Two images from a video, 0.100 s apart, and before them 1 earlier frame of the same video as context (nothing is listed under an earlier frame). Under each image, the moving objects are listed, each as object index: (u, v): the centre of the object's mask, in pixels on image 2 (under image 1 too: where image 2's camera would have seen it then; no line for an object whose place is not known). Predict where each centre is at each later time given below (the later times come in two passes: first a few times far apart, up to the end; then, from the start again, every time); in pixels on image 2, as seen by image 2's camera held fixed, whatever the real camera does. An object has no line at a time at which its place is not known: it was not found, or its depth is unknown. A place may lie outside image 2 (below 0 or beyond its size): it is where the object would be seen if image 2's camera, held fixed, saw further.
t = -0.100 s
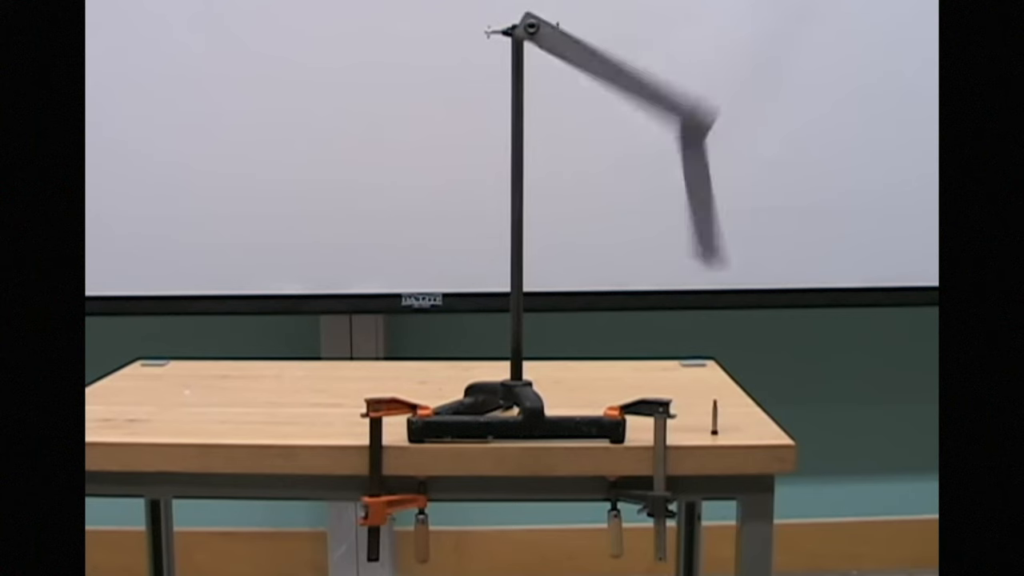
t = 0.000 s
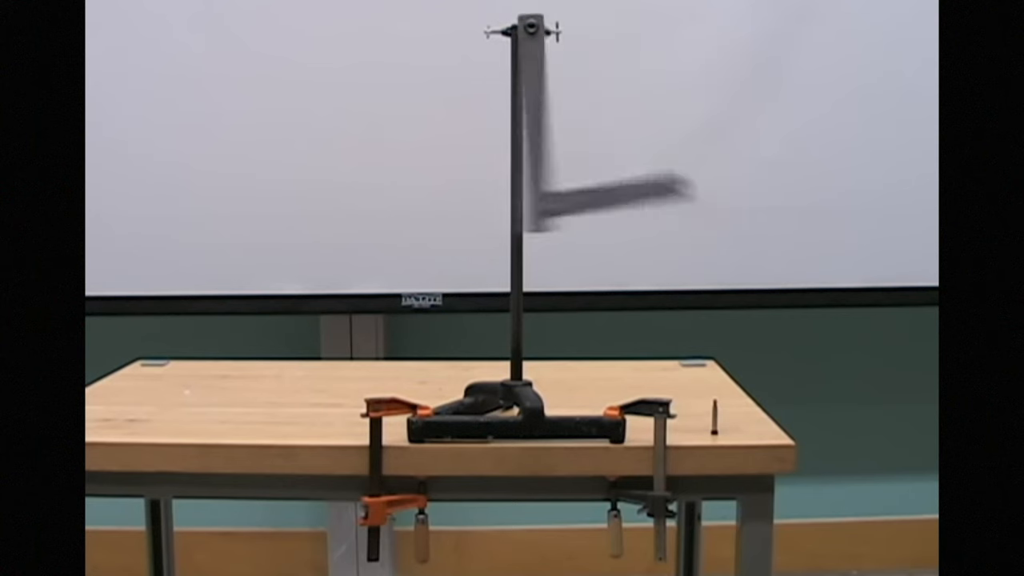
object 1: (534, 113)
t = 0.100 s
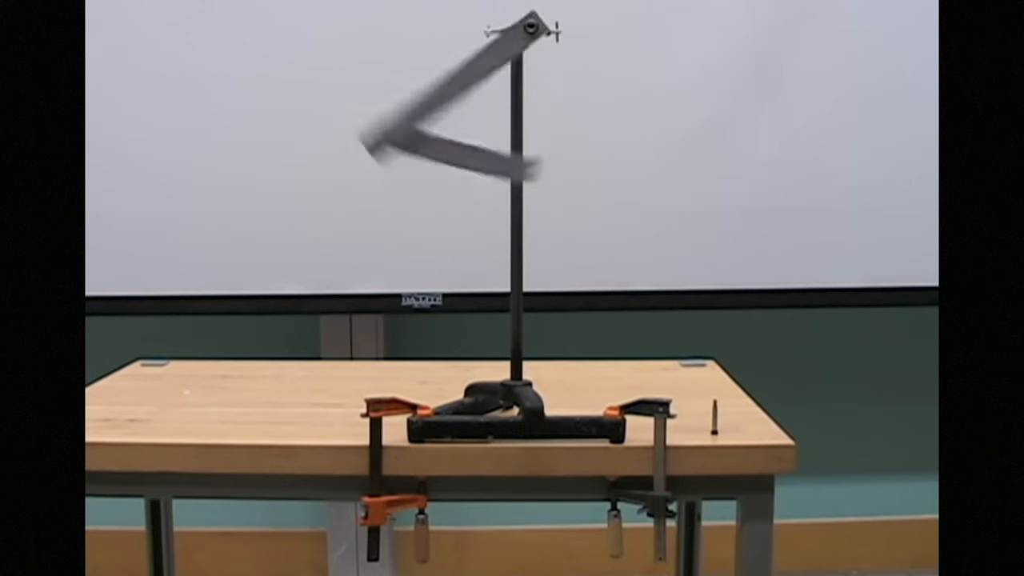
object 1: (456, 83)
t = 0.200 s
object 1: (435, 41)
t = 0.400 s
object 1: (460, 92)
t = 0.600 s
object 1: (592, 99)
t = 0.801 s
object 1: (626, 45)
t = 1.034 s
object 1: (539, 111)
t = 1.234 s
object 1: (435, 28)
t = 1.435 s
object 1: (436, 42)
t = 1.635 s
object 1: (543, 110)
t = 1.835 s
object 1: (626, 43)
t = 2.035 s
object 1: (614, 76)
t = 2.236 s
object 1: (523, 114)
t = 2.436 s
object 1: (435, 30)
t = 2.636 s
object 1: (450, 69)
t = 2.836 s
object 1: (564, 117)
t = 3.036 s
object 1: (619, 67)
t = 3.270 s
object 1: (611, 77)
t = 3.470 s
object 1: (467, 93)
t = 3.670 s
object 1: (457, 85)
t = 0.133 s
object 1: (443, 62)
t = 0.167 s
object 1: (437, 47)
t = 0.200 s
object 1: (435, 41)
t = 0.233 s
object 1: (436, 44)
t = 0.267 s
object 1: (447, 53)
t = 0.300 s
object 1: (447, 66)
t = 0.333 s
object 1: (450, 76)
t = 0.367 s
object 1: (454, 84)
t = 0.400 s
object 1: (460, 92)
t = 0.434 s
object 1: (471, 101)
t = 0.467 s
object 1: (488, 108)
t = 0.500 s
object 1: (512, 111)
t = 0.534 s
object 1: (549, 108)
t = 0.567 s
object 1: (574, 105)
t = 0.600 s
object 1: (592, 99)
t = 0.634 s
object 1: (602, 90)
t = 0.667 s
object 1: (610, 83)
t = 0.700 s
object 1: (614, 75)
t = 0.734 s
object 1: (617, 66)
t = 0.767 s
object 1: (620, 56)
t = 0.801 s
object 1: (626, 45)
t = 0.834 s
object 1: (627, 41)
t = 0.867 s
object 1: (625, 46)
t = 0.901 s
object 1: (621, 59)
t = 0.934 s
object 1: (609, 77)
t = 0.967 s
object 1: (592, 97)
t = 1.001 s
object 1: (568, 111)
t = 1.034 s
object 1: (539, 111)
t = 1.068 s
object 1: (505, 115)
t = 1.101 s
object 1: (474, 98)
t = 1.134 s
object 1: (453, 78)
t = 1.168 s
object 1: (443, 59)
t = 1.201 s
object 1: (438, 42)
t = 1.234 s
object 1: (435, 28)
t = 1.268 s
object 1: (438, 19)
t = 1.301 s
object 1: (448, 17)
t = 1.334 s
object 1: (448, 17)
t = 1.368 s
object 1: (438, 19)
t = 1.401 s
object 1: (435, 28)
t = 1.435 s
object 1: (436, 42)
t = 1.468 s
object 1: (442, 59)
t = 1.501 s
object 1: (451, 79)
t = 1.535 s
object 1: (467, 99)
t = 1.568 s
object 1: (491, 111)
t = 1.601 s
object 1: (517, 119)
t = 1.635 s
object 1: (543, 110)
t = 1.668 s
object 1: (571, 101)
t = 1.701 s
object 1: (602, 88)
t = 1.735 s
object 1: (615, 70)
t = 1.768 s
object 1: (623, 57)
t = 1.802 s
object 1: (625, 47)
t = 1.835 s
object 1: (626, 43)
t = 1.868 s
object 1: (627, 43)
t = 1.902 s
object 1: (625, 46)
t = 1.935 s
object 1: (624, 52)
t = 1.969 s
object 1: (621, 60)
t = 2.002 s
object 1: (618, 68)
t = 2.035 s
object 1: (614, 76)
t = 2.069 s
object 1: (608, 82)
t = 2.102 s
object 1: (605, 89)
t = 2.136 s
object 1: (594, 96)
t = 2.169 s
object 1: (571, 96)
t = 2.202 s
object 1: (553, 114)
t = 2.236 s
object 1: (523, 114)
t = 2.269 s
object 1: (490, 112)
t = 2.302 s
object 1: (474, 84)
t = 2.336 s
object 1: (452, 71)
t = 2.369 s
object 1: (440, 55)
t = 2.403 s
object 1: (436, 40)
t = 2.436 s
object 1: (435, 30)
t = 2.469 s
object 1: (435, 25)
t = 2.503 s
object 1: (436, 26)
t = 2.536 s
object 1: (442, 32)
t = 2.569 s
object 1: (441, 42)
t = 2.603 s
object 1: (442, 55)
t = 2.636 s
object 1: (450, 69)
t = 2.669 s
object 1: (459, 85)
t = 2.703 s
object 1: (476, 101)
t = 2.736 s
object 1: (499, 111)
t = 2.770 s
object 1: (524, 114)
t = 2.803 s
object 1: (549, 117)
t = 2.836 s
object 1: (564, 117)
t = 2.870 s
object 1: (567, 117)
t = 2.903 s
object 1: (570, 115)
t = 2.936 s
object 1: (578, 107)
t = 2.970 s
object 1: (591, 95)
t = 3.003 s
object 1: (605, 81)
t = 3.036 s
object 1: (619, 67)
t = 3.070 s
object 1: (622, 49)
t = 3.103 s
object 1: (626, 38)
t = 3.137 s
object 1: (627, 32)
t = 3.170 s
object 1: (627, 33)
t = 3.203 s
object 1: (626, 41)
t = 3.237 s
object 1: (621, 56)
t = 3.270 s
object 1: (611, 77)
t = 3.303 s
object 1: (585, 90)
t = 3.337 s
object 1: (568, 108)
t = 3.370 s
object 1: (544, 114)
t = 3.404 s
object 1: (517, 119)
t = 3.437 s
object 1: (490, 107)
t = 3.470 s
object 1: (467, 93)
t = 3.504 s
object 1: (451, 77)
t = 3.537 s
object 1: (444, 66)
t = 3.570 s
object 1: (441, 62)
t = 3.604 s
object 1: (448, 66)
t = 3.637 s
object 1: (462, 71)
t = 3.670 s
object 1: (457, 85)
